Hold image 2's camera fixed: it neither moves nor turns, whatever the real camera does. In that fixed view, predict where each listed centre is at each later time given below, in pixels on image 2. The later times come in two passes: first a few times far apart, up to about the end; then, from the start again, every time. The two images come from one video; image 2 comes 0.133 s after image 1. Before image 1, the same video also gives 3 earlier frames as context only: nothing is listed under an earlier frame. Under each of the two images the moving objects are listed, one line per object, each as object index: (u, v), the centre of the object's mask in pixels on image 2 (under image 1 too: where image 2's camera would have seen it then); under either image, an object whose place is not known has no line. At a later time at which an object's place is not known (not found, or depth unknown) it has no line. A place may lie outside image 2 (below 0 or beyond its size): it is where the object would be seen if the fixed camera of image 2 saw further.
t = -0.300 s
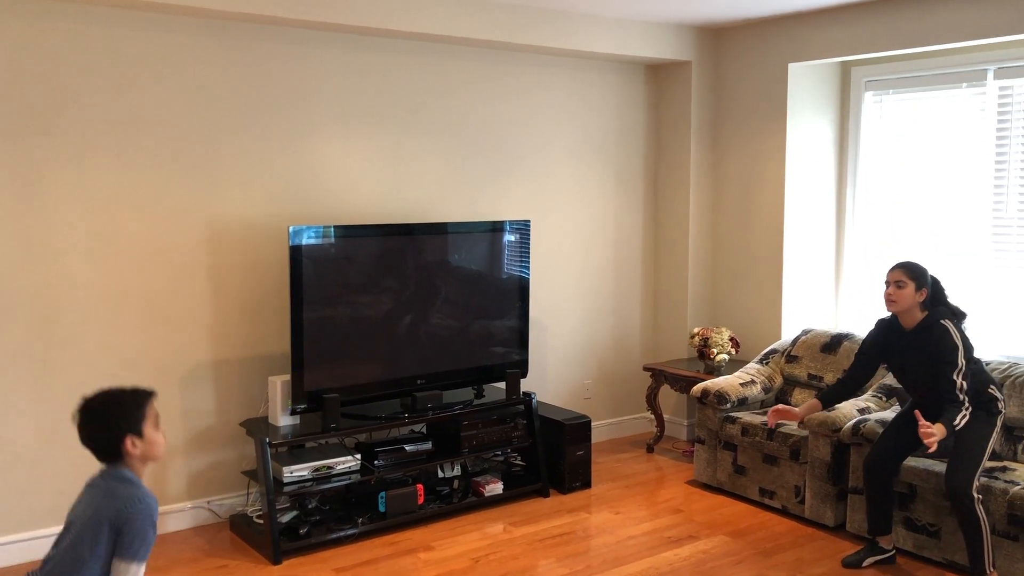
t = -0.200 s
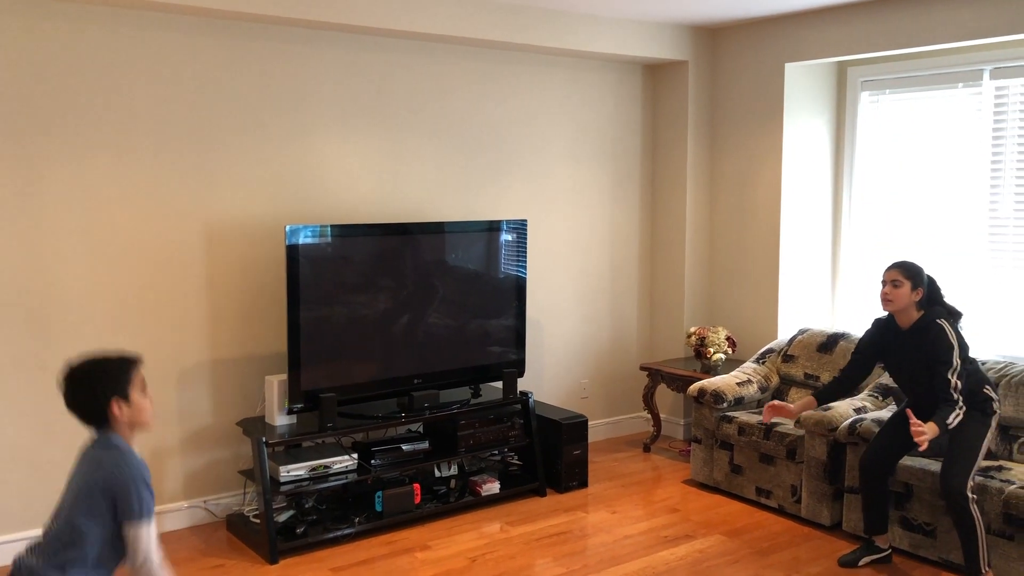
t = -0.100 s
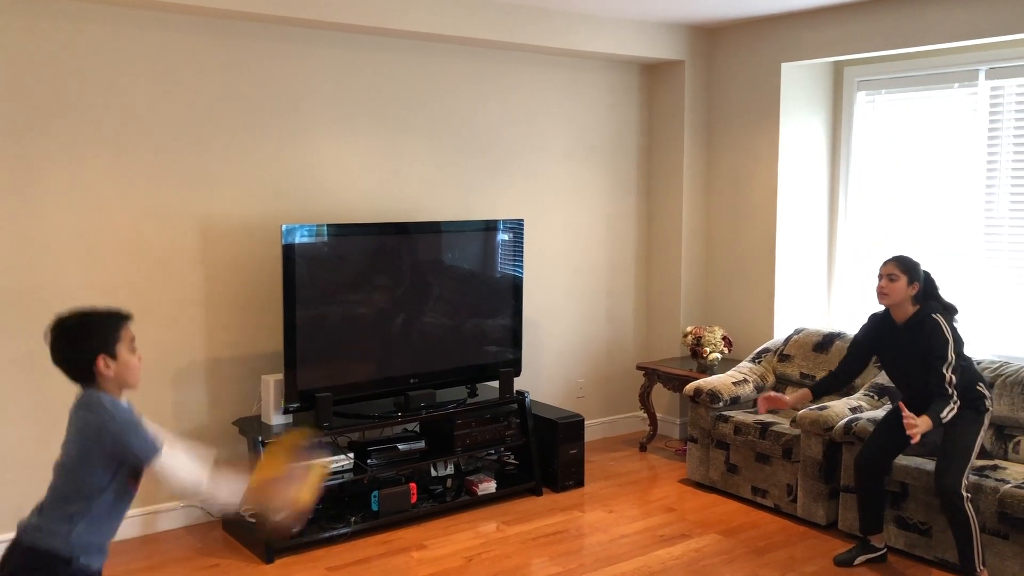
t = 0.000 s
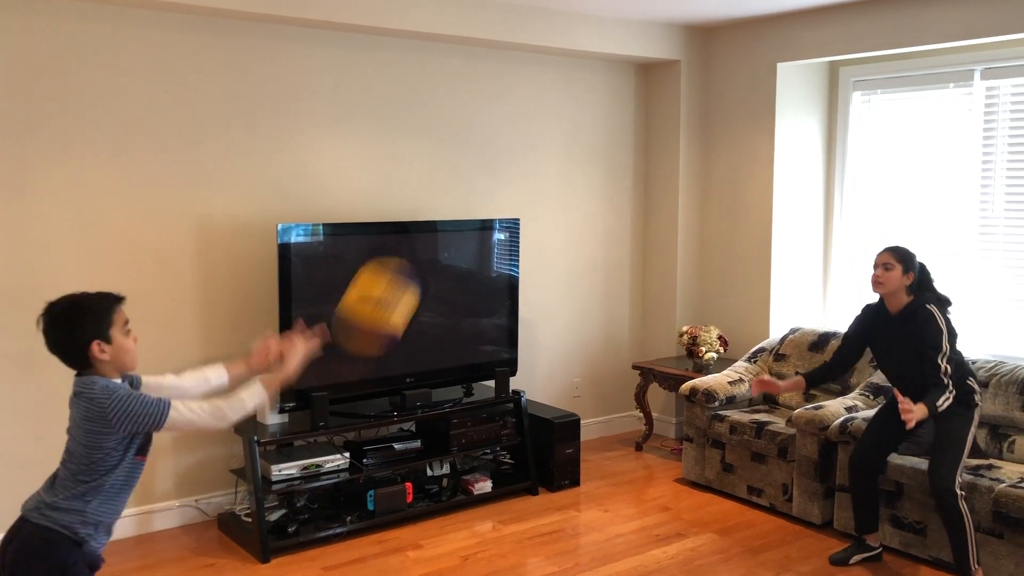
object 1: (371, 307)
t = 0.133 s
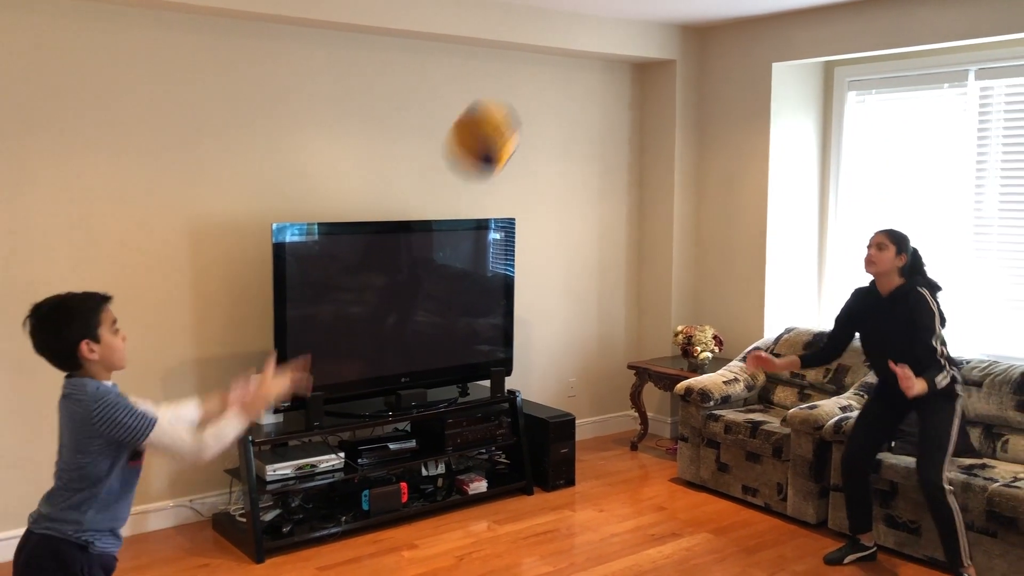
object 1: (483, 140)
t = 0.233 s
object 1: (559, 58)
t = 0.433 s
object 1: (692, 15)
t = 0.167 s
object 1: (508, 108)
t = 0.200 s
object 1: (535, 80)
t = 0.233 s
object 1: (559, 58)
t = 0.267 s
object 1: (582, 39)
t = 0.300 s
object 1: (605, 27)
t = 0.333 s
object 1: (629, 20)
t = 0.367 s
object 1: (650, 17)
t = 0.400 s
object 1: (672, 15)
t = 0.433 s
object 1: (692, 15)
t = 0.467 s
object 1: (713, 16)
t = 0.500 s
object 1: (732, 19)
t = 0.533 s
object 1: (750, 24)
